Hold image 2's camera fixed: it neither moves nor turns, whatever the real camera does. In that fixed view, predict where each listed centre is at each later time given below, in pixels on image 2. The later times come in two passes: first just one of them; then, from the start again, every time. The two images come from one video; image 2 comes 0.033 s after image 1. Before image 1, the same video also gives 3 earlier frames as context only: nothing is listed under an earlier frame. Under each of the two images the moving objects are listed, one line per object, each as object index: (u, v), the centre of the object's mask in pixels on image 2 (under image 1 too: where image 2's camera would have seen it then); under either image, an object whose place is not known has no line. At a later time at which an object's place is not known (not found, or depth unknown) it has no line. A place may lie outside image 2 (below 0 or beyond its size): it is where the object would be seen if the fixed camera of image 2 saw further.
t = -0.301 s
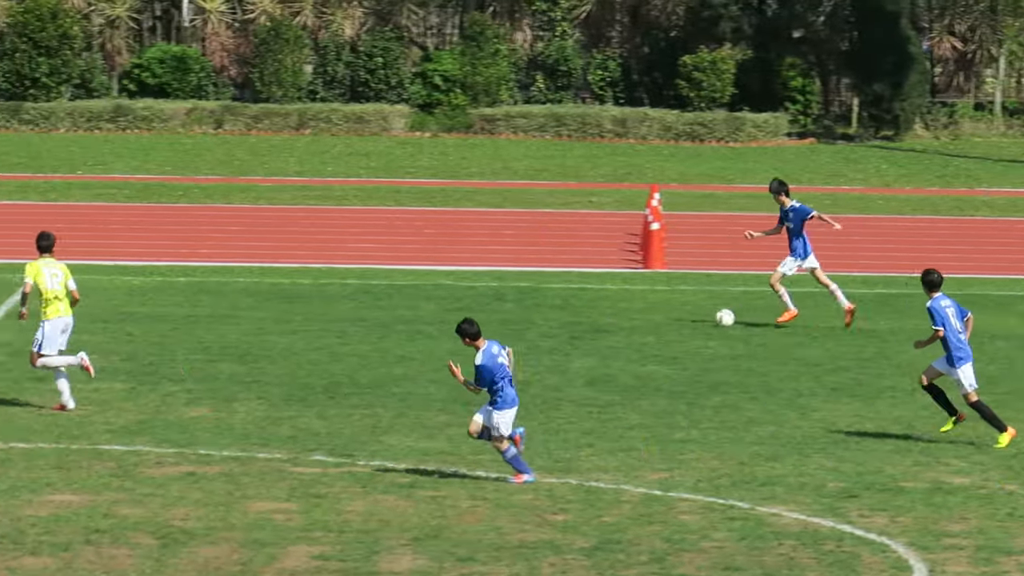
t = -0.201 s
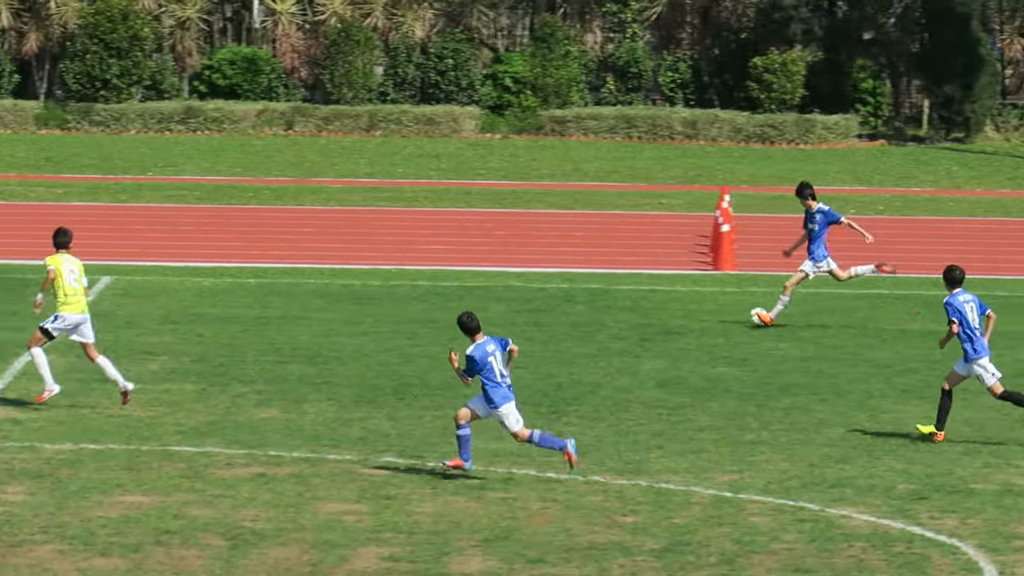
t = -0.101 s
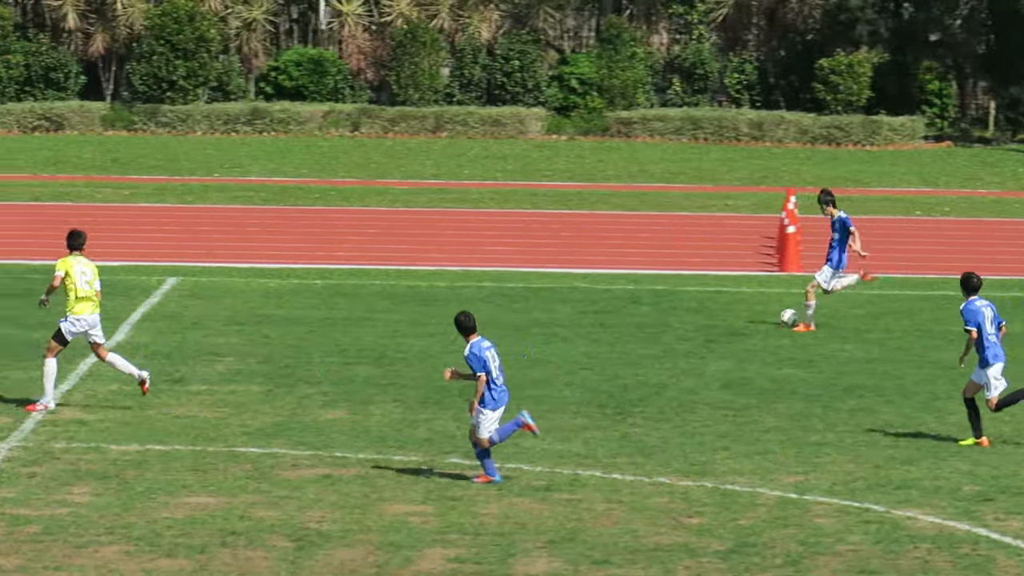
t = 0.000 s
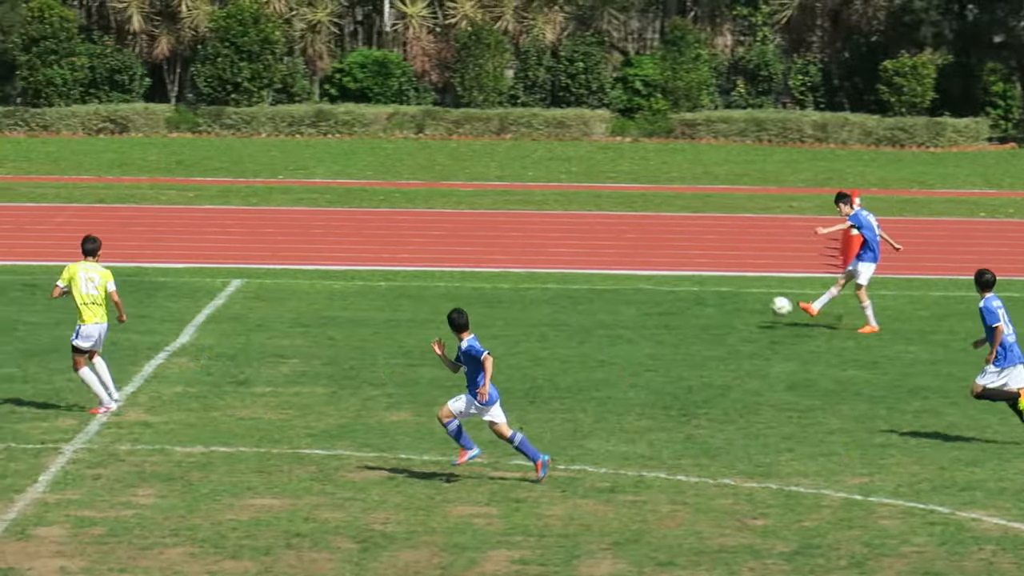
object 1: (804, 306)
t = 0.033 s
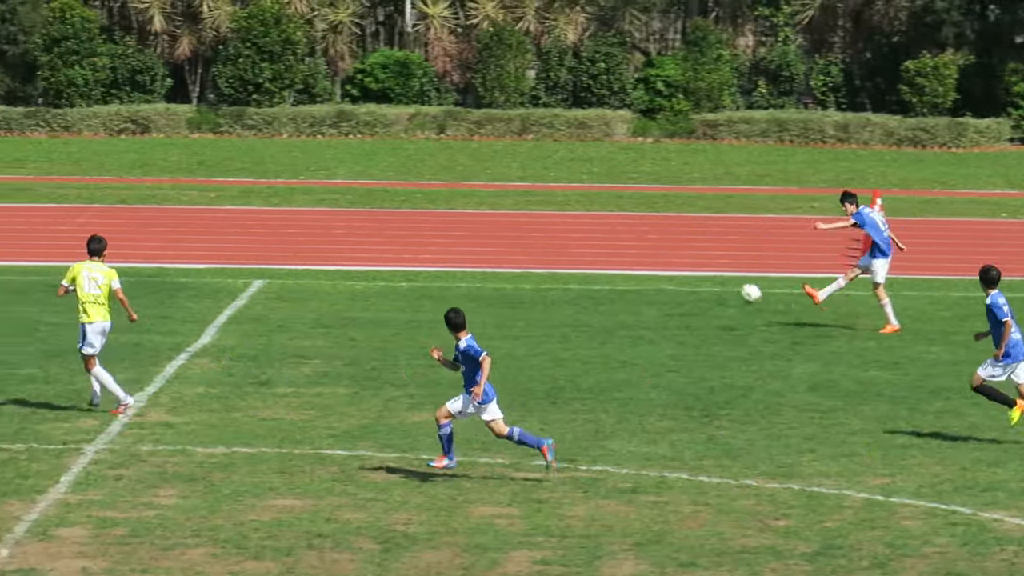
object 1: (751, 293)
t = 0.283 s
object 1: (361, 229)
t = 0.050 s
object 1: (724, 287)
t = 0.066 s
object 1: (699, 281)
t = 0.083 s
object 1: (672, 275)
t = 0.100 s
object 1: (646, 270)
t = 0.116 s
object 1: (620, 265)
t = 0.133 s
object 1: (594, 260)
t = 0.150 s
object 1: (568, 256)
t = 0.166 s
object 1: (542, 252)
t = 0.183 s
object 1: (516, 247)
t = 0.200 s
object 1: (490, 243)
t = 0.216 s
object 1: (464, 240)
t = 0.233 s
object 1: (438, 237)
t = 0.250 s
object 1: (412, 234)
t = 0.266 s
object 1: (387, 231)
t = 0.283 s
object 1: (361, 229)
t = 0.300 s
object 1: (335, 226)
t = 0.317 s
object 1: (309, 223)
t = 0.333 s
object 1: (284, 222)
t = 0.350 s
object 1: (258, 220)
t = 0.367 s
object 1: (232, 218)
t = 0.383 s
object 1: (206, 217)
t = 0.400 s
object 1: (181, 216)
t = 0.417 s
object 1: (154, 215)
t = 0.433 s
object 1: (128, 214)
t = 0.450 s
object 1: (102, 213)
